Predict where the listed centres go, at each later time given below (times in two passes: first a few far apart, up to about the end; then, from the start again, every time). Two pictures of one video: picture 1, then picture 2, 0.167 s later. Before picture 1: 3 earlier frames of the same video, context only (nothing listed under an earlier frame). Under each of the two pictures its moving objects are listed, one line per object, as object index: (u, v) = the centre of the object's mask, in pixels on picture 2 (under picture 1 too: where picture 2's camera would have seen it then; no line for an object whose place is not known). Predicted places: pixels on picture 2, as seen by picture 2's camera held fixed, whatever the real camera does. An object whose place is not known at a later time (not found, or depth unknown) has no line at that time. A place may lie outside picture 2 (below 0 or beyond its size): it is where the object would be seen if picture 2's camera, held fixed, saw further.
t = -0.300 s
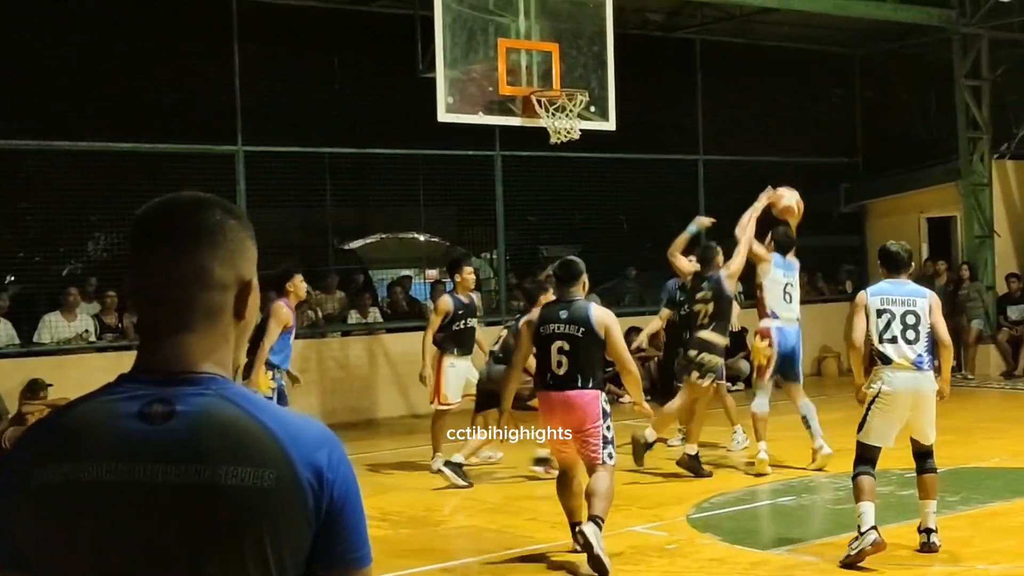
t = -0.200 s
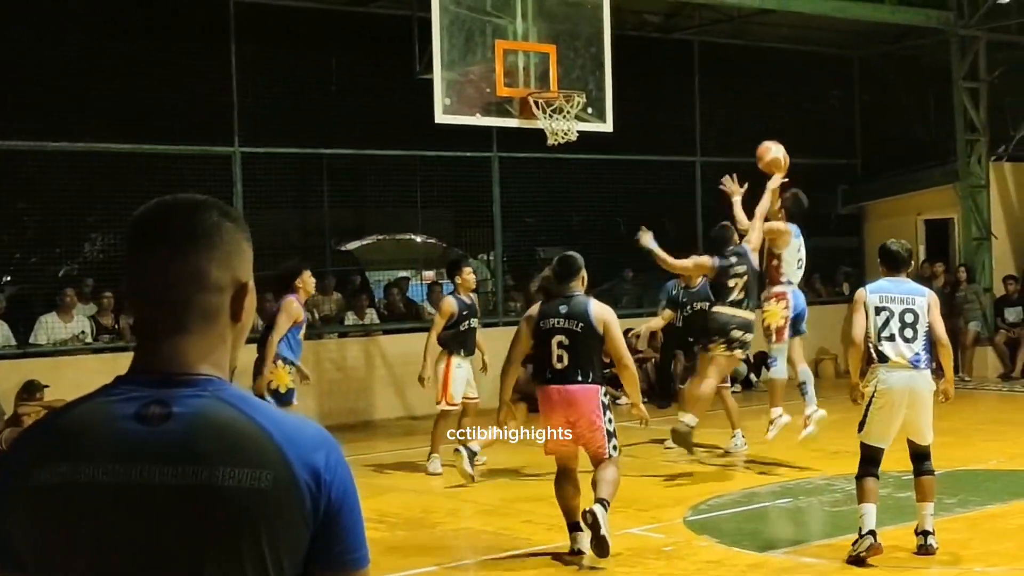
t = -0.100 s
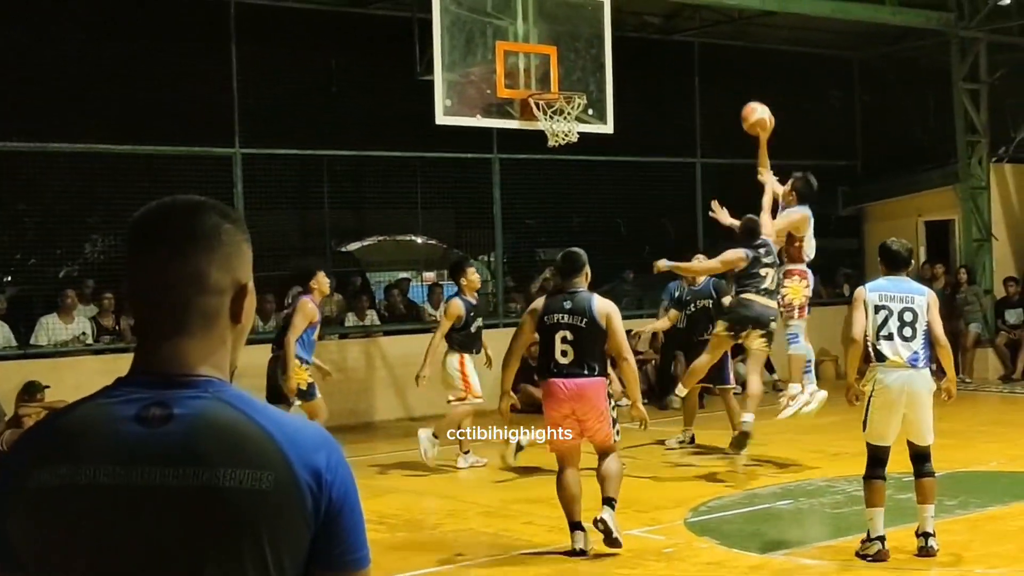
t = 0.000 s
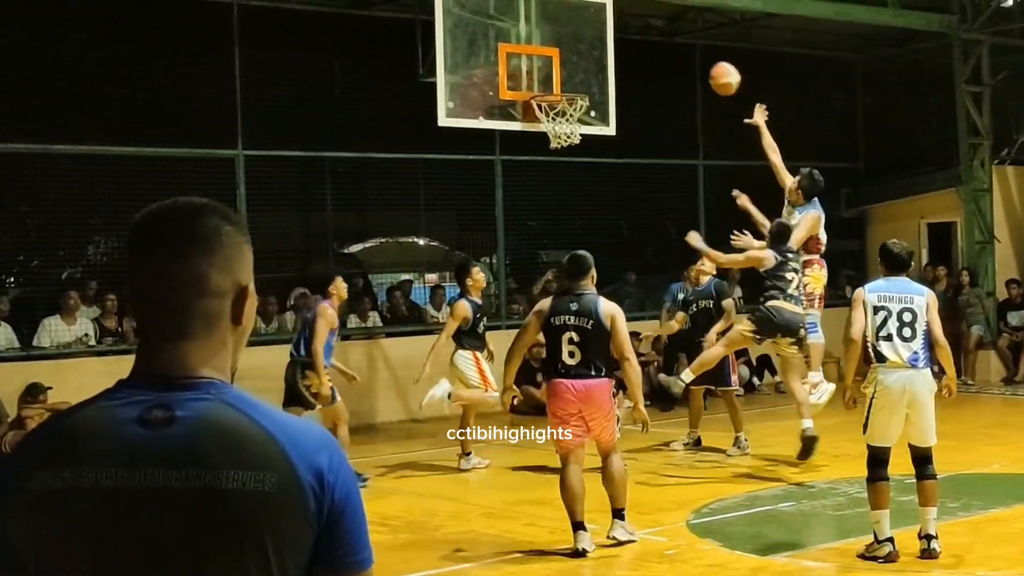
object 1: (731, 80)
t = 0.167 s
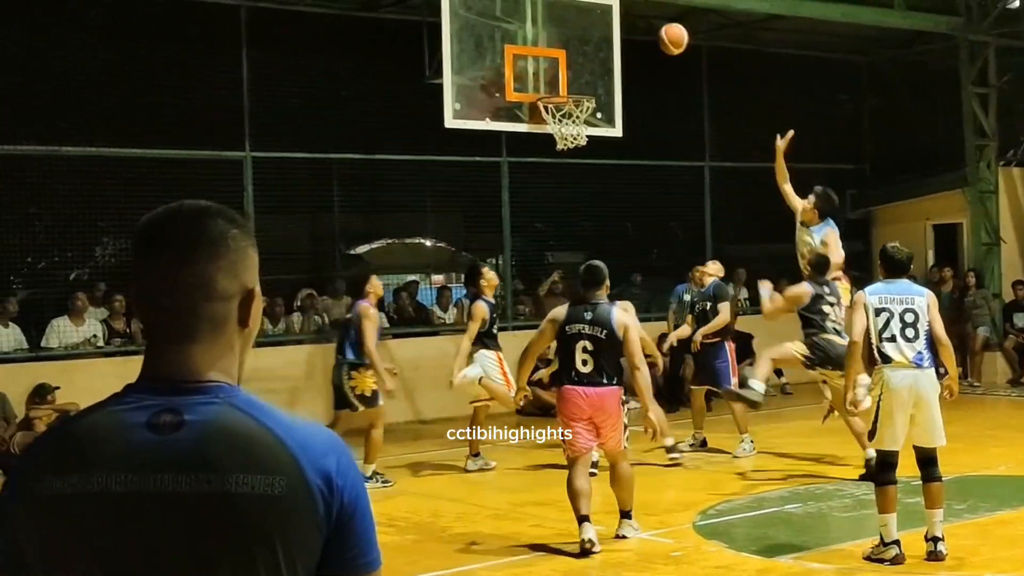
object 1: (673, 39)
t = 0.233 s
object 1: (651, 32)
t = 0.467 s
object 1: (580, 51)
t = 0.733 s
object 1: (548, 51)
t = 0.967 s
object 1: (559, 33)
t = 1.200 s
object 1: (572, 77)
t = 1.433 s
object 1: (596, 86)
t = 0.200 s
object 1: (662, 35)
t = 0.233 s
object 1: (651, 32)
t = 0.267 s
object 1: (640, 31)
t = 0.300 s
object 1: (630, 31)
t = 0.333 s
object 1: (621, 32)
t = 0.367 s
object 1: (610, 35)
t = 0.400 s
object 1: (600, 39)
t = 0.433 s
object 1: (590, 44)
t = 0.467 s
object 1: (580, 51)
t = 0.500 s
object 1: (571, 58)
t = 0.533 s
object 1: (561, 67)
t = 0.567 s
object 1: (551, 77)
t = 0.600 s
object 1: (542, 87)
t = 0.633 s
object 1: (544, 78)
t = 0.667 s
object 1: (545, 68)
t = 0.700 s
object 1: (547, 59)
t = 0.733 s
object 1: (548, 51)
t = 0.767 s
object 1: (549, 44)
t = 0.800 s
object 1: (551, 40)
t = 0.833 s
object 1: (551, 36)
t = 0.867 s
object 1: (554, 33)
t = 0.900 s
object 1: (555, 32)
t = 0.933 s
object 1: (557, 32)
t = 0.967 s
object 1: (559, 33)
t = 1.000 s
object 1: (560, 36)
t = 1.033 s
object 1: (562, 39)
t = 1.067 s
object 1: (564, 44)
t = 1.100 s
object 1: (566, 51)
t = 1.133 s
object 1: (569, 58)
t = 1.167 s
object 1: (570, 67)
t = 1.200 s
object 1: (572, 77)
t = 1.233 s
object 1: (574, 85)
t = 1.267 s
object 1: (575, 86)
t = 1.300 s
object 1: (577, 86)
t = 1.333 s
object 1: (580, 85)
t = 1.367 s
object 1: (586, 84)
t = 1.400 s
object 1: (591, 84)
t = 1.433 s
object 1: (596, 86)
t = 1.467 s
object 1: (602, 90)
